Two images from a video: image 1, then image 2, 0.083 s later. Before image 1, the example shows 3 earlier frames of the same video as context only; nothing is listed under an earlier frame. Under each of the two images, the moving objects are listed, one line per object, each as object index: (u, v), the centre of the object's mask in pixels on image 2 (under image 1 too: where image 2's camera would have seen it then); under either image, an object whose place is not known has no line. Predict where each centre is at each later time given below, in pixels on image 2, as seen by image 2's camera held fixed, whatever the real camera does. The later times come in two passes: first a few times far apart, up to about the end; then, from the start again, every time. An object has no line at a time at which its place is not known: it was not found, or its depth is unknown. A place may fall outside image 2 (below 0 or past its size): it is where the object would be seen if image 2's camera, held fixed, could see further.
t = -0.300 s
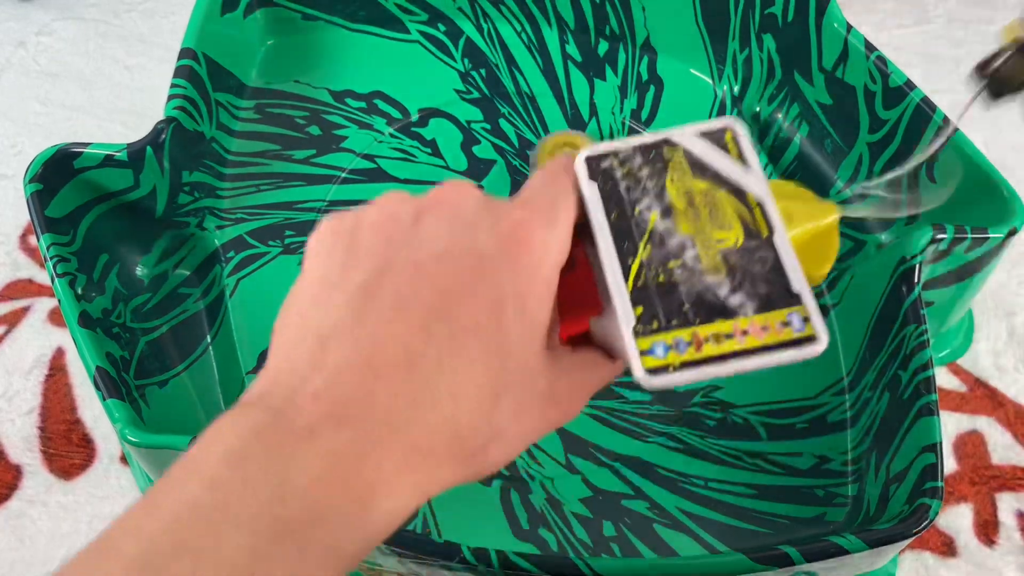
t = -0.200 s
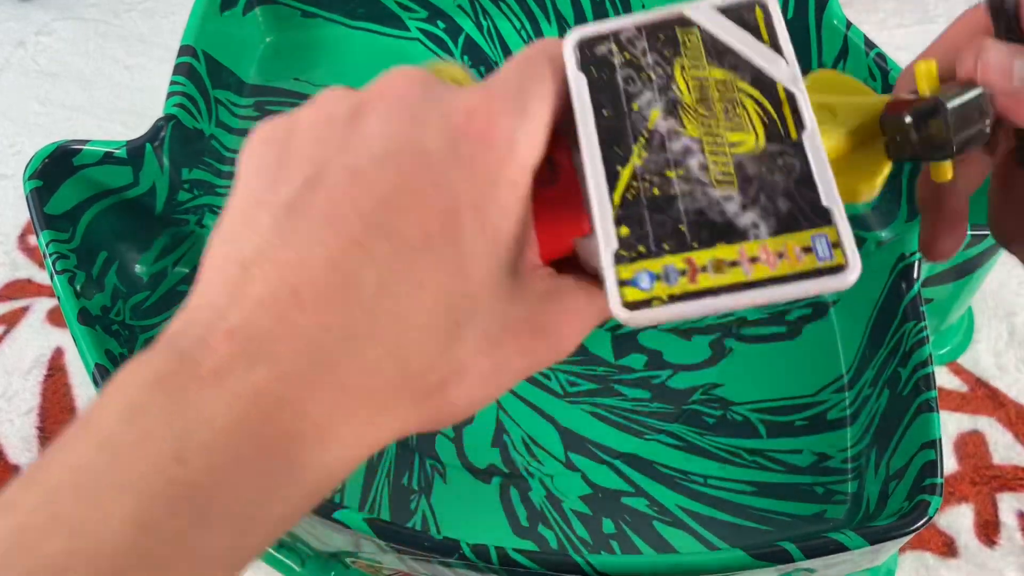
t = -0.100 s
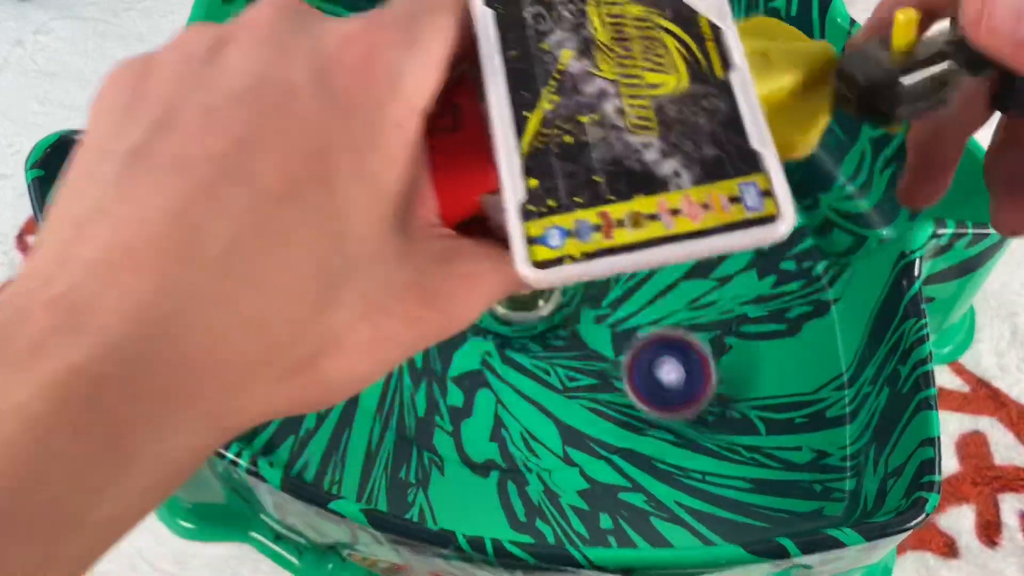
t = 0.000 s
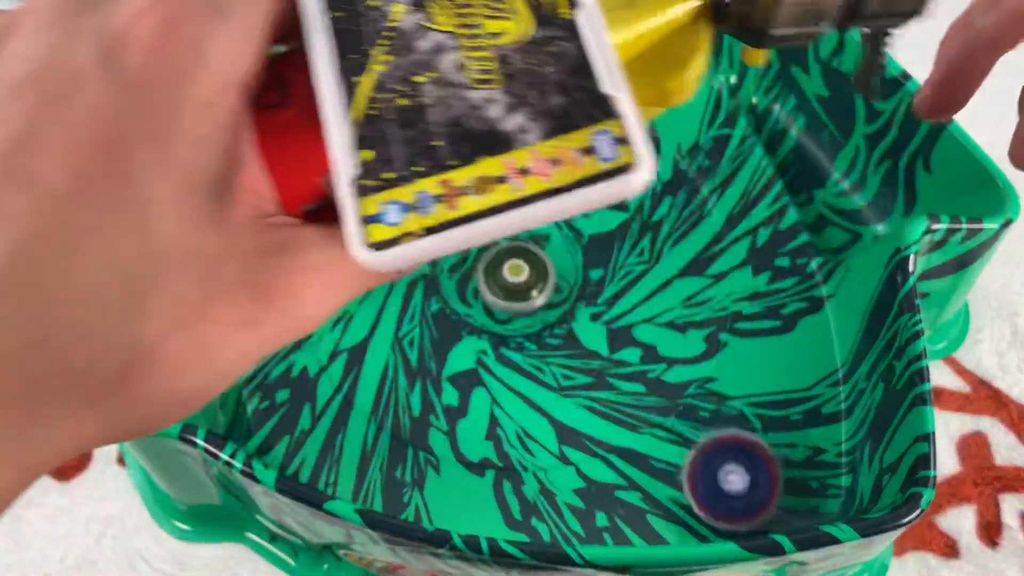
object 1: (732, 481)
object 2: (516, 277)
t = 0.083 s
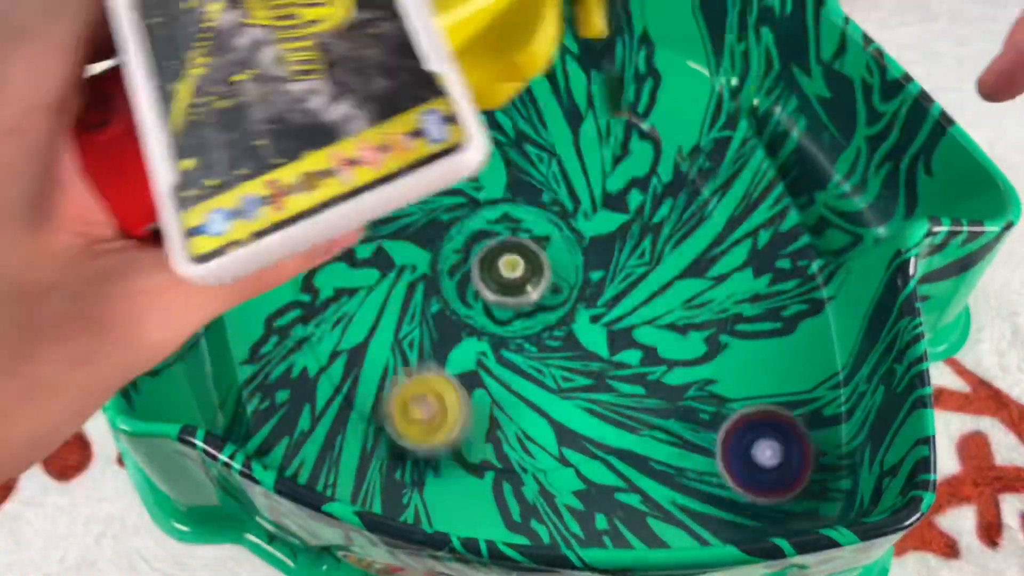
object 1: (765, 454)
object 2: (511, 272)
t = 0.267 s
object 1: (801, 355)
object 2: (500, 266)
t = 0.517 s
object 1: (740, 210)
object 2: (488, 267)
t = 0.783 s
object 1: (591, 171)
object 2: (480, 263)
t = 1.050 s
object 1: (626, 205)
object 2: (303, 334)
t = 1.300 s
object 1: (628, 260)
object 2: (321, 392)
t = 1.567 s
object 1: (626, 317)
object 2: (444, 367)
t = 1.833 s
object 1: (663, 310)
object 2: (435, 287)
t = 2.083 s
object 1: (622, 296)
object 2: (434, 237)
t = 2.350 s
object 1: (542, 320)
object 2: (422, 217)
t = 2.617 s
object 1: (498, 367)
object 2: (424, 205)
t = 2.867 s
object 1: (507, 383)
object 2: (454, 166)
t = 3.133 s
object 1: (516, 342)
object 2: (478, 151)
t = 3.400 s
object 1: (461, 282)
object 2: (507, 151)
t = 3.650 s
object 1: (440, 351)
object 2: (534, 161)
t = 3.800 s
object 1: (476, 358)
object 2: (546, 172)
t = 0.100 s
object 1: (770, 444)
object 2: (510, 271)
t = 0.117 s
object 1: (775, 435)
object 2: (509, 270)
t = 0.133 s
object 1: (780, 425)
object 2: (508, 270)
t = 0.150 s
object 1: (783, 416)
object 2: (507, 269)
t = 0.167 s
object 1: (787, 406)
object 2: (506, 267)
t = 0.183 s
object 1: (791, 397)
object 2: (505, 267)
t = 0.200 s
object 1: (794, 389)
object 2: (504, 266)
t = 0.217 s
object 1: (796, 380)
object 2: (503, 266)
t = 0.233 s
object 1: (798, 371)
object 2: (503, 266)
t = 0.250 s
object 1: (801, 362)
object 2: (501, 266)
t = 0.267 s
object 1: (801, 355)
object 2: (500, 266)
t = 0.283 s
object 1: (799, 346)
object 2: (497, 266)
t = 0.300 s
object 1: (797, 338)
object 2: (496, 266)
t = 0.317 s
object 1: (797, 331)
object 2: (496, 266)
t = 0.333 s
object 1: (796, 320)
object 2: (495, 266)
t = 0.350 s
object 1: (794, 309)
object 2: (495, 266)
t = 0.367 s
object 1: (793, 295)
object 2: (495, 267)
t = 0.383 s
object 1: (791, 284)
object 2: (494, 267)
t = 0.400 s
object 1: (788, 275)
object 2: (493, 267)
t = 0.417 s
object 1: (783, 263)
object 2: (492, 267)
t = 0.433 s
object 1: (777, 253)
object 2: (491, 267)
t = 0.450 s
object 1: (771, 244)
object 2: (491, 267)
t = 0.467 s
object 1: (764, 235)
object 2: (490, 267)
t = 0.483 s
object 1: (757, 226)
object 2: (489, 267)
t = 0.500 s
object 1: (749, 217)
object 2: (489, 267)
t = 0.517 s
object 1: (740, 210)
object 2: (488, 267)
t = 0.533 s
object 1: (731, 203)
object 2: (488, 267)
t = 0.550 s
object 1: (722, 195)
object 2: (488, 266)
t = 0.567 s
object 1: (712, 189)
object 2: (488, 266)
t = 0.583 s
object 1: (703, 186)
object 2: (487, 266)
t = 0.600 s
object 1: (693, 181)
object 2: (486, 266)
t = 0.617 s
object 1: (684, 176)
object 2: (486, 266)
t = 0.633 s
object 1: (674, 172)
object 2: (485, 265)
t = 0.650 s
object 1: (664, 169)
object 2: (485, 265)
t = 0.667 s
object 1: (655, 166)
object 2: (485, 265)
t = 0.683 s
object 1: (645, 164)
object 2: (484, 265)
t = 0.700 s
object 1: (636, 163)
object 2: (483, 264)
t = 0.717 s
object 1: (627, 163)
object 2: (483, 264)
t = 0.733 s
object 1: (618, 164)
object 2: (482, 264)
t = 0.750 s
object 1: (608, 166)
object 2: (481, 264)
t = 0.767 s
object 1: (599, 168)
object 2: (481, 263)
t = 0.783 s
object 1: (591, 171)
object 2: (480, 263)
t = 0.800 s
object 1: (583, 175)
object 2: (480, 262)
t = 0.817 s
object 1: (574, 181)
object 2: (479, 262)
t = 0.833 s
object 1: (566, 185)
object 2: (479, 261)
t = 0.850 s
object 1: (558, 191)
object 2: (479, 261)
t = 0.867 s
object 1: (551, 198)
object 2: (478, 260)
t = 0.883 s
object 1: (543, 205)
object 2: (478, 260)
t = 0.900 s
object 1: (540, 211)
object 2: (473, 262)
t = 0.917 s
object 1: (553, 207)
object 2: (448, 273)
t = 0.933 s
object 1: (565, 205)
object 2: (423, 284)
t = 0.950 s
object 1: (577, 203)
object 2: (401, 294)
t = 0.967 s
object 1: (587, 203)
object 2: (378, 303)
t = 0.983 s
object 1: (597, 202)
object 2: (357, 313)
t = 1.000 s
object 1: (606, 202)
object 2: (337, 322)
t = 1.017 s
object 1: (614, 202)
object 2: (318, 329)
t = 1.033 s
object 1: (621, 203)
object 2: (310, 331)
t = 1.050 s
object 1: (626, 205)
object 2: (303, 334)
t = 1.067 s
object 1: (630, 207)
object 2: (296, 339)
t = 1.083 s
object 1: (633, 210)
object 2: (291, 346)
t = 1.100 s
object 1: (636, 213)
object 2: (286, 353)
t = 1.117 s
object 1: (637, 217)
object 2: (284, 356)
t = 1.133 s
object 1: (638, 220)
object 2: (284, 360)
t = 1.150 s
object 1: (638, 224)
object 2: (284, 366)
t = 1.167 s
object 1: (638, 227)
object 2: (285, 370)
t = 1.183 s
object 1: (637, 231)
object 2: (288, 374)
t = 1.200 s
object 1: (637, 235)
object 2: (292, 378)
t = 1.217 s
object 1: (635, 239)
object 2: (296, 382)
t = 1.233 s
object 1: (634, 243)
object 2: (300, 384)
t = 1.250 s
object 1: (633, 247)
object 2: (305, 386)
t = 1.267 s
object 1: (632, 251)
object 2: (311, 389)
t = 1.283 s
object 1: (630, 256)
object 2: (316, 391)
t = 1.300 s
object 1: (628, 260)
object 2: (321, 392)
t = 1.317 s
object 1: (627, 264)
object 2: (327, 393)
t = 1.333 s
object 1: (626, 268)
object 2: (333, 394)
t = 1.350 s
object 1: (624, 273)
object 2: (339, 394)
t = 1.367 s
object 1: (622, 277)
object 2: (345, 394)
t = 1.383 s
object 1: (621, 282)
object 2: (351, 395)
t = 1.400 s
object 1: (620, 286)
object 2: (358, 395)
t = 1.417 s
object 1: (619, 291)
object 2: (366, 395)
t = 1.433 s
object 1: (618, 295)
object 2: (377, 395)
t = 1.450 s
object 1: (617, 299)
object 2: (386, 392)
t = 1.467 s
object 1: (615, 303)
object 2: (396, 390)
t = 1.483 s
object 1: (614, 307)
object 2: (406, 387)
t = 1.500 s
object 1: (613, 312)
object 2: (416, 384)
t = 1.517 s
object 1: (612, 315)
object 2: (424, 380)
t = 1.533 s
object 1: (613, 318)
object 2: (433, 376)
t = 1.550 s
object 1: (620, 318)
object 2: (442, 373)
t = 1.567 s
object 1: (626, 317)
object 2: (444, 367)
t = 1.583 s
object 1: (632, 316)
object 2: (439, 361)
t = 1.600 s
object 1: (637, 316)
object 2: (434, 355)
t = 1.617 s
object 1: (641, 316)
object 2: (432, 349)
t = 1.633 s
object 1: (646, 316)
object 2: (428, 343)
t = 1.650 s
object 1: (649, 316)
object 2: (426, 336)
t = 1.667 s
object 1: (652, 316)
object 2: (425, 330)
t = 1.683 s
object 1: (655, 316)
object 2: (425, 325)
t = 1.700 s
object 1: (658, 316)
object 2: (425, 319)
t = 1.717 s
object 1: (659, 315)
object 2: (425, 315)
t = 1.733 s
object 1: (661, 315)
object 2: (426, 310)
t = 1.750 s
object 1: (662, 314)
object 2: (427, 305)
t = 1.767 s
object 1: (663, 313)
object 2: (429, 301)
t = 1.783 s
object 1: (664, 313)
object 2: (430, 297)
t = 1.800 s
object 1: (664, 312)
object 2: (431, 294)
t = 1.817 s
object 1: (664, 311)
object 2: (433, 290)
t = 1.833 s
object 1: (663, 310)
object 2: (435, 287)
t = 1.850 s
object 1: (662, 309)
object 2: (436, 284)
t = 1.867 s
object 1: (661, 308)
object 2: (436, 278)
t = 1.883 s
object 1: (660, 307)
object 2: (436, 272)
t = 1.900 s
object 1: (657, 305)
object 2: (436, 267)
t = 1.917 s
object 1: (655, 304)
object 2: (436, 262)
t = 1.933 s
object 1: (653, 303)
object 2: (436, 258)
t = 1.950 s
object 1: (650, 301)
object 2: (436, 253)
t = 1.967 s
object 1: (647, 301)
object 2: (436, 251)
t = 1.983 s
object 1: (644, 300)
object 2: (436, 248)
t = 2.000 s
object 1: (641, 299)
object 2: (437, 245)
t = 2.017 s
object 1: (637, 298)
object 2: (437, 243)
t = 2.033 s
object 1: (634, 297)
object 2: (436, 241)
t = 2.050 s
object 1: (630, 296)
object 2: (436, 239)
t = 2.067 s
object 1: (626, 296)
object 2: (435, 238)
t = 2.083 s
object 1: (622, 296)
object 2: (434, 237)
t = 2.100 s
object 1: (618, 296)
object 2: (433, 236)
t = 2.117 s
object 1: (614, 296)
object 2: (432, 234)
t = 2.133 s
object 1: (609, 296)
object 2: (431, 233)
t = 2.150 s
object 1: (604, 296)
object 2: (430, 232)
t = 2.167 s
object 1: (600, 297)
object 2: (429, 230)
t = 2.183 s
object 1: (594, 298)
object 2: (428, 229)
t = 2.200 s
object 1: (589, 300)
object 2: (427, 227)
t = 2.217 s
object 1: (583, 301)
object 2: (426, 227)
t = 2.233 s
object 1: (578, 303)
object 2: (425, 225)
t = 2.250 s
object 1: (572, 305)
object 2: (424, 224)
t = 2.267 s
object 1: (567, 307)
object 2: (423, 223)
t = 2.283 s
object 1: (562, 310)
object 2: (423, 222)
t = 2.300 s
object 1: (556, 312)
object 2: (422, 221)
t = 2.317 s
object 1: (552, 315)
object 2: (422, 219)
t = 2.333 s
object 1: (547, 317)
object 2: (422, 218)
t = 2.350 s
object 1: (542, 320)
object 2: (422, 217)
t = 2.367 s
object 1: (537, 322)
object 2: (421, 217)
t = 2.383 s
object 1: (533, 325)
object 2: (421, 216)
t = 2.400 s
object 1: (529, 328)
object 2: (421, 215)
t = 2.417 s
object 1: (525, 331)
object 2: (421, 214)
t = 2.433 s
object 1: (522, 334)
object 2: (421, 213)
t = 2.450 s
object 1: (519, 337)
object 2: (421, 211)
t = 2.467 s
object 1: (515, 340)
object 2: (421, 211)
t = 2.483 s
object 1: (513, 344)
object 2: (422, 210)
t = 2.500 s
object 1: (510, 347)
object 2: (422, 209)
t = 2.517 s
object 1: (507, 350)
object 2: (422, 209)
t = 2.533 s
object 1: (505, 353)
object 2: (422, 208)
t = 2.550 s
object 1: (503, 356)
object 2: (423, 207)
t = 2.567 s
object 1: (501, 359)
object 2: (423, 207)
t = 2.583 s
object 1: (500, 362)
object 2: (423, 206)
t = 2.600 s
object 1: (499, 364)
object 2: (423, 205)
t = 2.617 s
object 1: (498, 367)
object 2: (424, 205)
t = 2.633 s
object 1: (497, 369)
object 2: (425, 204)
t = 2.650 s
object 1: (497, 371)
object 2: (425, 204)
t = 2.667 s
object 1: (497, 373)
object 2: (426, 203)
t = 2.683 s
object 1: (496, 375)
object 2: (427, 203)
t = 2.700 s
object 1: (497, 377)
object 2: (427, 203)
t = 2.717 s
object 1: (497, 378)
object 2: (428, 202)
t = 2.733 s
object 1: (498, 380)
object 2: (429, 201)
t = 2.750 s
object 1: (498, 381)
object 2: (430, 201)
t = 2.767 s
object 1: (500, 382)
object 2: (431, 200)
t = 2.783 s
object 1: (501, 383)
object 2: (435, 195)
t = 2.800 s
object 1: (502, 384)
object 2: (439, 187)
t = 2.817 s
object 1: (503, 384)
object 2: (443, 181)
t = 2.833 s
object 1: (504, 384)
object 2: (448, 175)
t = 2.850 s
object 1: (506, 384)
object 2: (451, 170)
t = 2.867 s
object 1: (507, 383)
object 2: (454, 166)
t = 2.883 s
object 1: (509, 382)
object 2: (457, 163)
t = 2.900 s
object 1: (511, 381)
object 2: (460, 160)
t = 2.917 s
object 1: (512, 379)
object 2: (463, 158)
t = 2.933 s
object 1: (513, 378)
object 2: (465, 156)
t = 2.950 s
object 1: (514, 376)
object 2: (467, 155)
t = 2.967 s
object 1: (515, 373)
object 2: (469, 154)
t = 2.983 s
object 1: (516, 371)
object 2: (470, 153)
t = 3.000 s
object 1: (516, 368)
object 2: (472, 152)
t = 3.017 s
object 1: (517, 365)
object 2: (473, 152)
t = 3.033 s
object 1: (517, 362)
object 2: (474, 151)
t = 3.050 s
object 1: (518, 359)
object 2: (474, 151)
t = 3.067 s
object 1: (518, 355)
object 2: (475, 151)
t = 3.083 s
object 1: (518, 352)
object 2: (476, 151)
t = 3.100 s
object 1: (517, 349)
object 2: (477, 151)
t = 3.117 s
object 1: (517, 345)
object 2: (478, 151)
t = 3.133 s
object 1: (516, 342)
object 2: (478, 151)
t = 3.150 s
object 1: (514, 338)
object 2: (479, 151)
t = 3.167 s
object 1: (513, 335)
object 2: (480, 151)
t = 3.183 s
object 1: (511, 331)
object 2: (481, 152)
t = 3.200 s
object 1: (509, 327)
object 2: (482, 152)
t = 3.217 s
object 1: (506, 323)
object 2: (483, 152)
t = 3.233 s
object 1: (504, 319)
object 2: (484, 153)
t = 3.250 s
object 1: (500, 315)
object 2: (485, 153)
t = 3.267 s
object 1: (496, 311)
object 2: (486, 154)
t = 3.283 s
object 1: (493, 307)
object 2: (487, 154)
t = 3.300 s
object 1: (489, 303)
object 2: (489, 154)
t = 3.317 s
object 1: (484, 299)
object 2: (490, 154)
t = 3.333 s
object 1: (480, 296)
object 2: (492, 154)
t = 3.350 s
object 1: (475, 292)
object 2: (497, 152)
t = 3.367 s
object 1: (470, 289)
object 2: (501, 151)
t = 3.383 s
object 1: (465, 285)
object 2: (504, 151)
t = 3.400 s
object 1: (461, 282)
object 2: (507, 151)
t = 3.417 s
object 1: (456, 279)
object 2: (510, 151)
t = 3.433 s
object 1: (451, 277)
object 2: (513, 151)
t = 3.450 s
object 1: (448, 284)
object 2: (515, 151)
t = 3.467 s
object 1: (446, 293)
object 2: (517, 152)
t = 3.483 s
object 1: (445, 300)
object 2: (519, 152)
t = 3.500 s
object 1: (443, 308)
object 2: (521, 153)
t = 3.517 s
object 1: (441, 314)
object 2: (523, 154)
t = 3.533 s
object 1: (439, 320)
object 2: (524, 155)
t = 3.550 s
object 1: (438, 325)
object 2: (526, 155)
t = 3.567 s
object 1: (436, 331)
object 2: (527, 156)
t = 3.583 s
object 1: (436, 336)
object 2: (529, 157)
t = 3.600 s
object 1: (435, 341)
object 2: (530, 158)
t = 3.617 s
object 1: (436, 346)
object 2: (531, 159)
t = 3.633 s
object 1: (438, 348)
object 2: (533, 160)
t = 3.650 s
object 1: (440, 351)
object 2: (534, 161)
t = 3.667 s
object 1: (443, 353)
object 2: (535, 162)
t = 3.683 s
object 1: (446, 354)
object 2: (537, 163)
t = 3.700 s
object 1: (451, 356)
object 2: (538, 164)
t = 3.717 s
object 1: (455, 357)
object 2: (539, 165)
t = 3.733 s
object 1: (459, 358)
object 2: (540, 166)
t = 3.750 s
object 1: (463, 358)
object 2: (542, 168)
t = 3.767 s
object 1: (468, 359)
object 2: (543, 169)
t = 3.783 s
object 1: (472, 358)
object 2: (545, 171)
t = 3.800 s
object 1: (476, 358)
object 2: (546, 172)
